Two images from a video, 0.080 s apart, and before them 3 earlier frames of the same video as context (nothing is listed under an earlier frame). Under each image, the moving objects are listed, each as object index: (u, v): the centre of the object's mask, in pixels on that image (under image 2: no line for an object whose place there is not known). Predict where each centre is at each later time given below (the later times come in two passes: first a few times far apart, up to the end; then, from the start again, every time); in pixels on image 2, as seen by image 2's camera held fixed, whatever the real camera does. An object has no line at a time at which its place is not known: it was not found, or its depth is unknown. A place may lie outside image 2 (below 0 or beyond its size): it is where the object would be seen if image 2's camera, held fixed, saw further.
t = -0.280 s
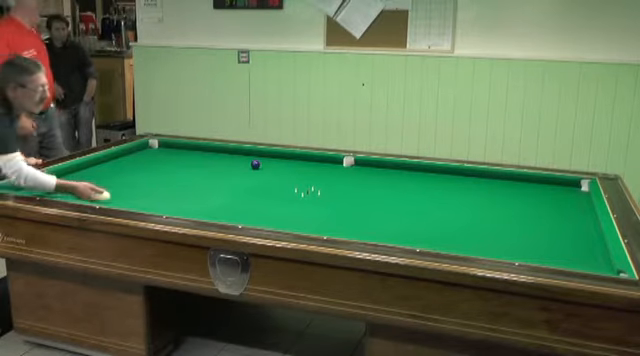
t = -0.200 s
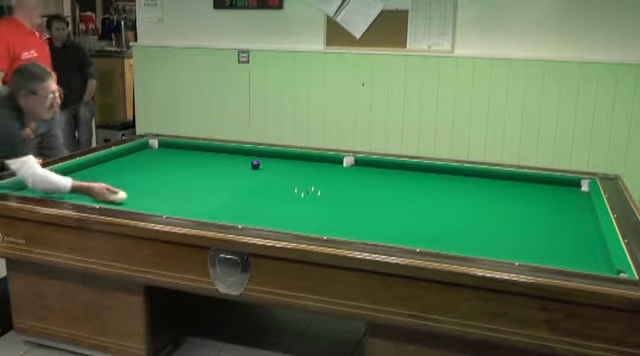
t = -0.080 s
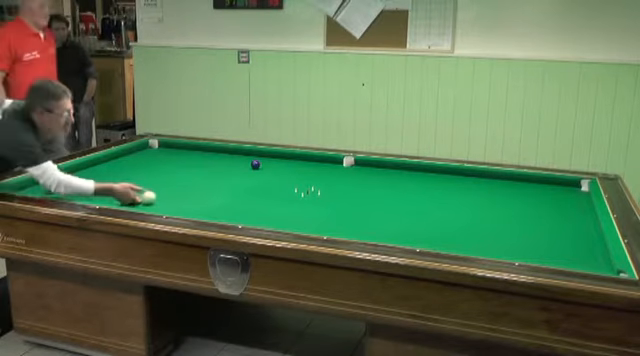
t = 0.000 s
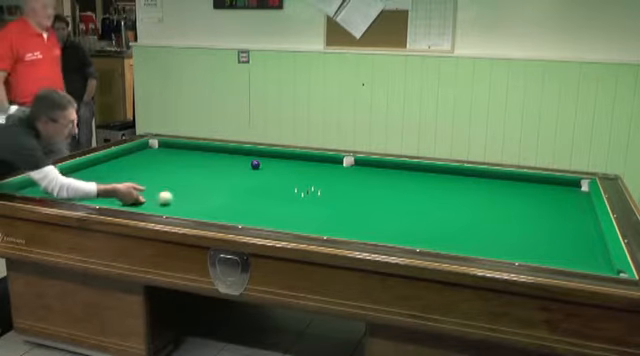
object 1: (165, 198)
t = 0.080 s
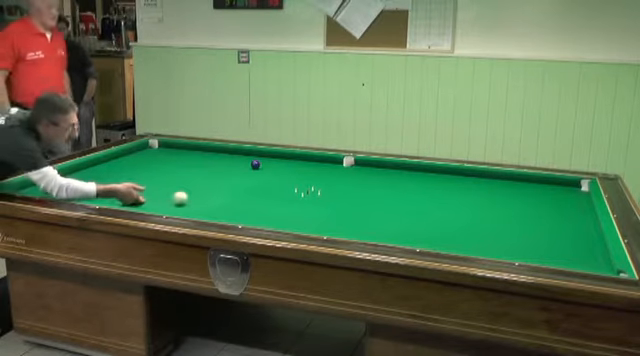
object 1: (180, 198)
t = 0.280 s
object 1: (218, 199)
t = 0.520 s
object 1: (263, 199)
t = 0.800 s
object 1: (315, 199)
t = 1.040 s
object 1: (359, 200)
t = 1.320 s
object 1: (409, 200)
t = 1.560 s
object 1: (451, 201)
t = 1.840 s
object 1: (497, 201)
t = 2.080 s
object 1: (534, 202)
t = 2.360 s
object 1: (576, 202)
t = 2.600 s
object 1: (569, 199)
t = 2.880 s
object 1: (546, 194)
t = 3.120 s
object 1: (528, 189)
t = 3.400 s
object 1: (508, 185)
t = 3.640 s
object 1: (491, 182)
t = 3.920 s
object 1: (473, 178)
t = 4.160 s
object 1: (459, 175)
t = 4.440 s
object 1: (443, 171)
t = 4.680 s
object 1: (430, 169)
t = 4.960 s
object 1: (415, 168)
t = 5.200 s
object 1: (404, 168)
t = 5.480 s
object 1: (390, 167)
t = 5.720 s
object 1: (379, 167)
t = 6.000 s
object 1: (368, 167)
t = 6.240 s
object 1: (358, 166)
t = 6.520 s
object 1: (347, 166)
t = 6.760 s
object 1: (338, 166)
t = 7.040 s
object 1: (327, 166)
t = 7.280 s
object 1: (319, 165)
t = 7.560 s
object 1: (310, 165)
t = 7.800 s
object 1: (303, 165)
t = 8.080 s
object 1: (294, 165)
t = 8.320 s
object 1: (288, 164)
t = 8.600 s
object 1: (281, 164)
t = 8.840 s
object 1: (276, 164)
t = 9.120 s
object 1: (270, 164)
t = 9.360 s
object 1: (266, 164)
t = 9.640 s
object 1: (263, 164)
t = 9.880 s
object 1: (262, 164)
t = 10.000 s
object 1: (262, 164)
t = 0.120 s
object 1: (187, 198)
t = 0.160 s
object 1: (195, 198)
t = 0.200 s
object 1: (202, 198)
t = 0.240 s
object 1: (210, 199)
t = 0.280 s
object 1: (218, 199)
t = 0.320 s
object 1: (225, 199)
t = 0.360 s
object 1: (233, 199)
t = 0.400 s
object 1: (240, 199)
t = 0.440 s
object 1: (248, 199)
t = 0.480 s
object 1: (255, 199)
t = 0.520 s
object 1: (263, 199)
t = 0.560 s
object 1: (270, 199)
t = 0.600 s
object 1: (278, 199)
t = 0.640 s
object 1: (286, 199)
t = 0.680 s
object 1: (293, 199)
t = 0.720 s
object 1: (300, 199)
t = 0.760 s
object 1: (308, 199)
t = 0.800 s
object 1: (315, 199)
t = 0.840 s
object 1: (323, 199)
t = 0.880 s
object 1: (330, 200)
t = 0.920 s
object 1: (338, 199)
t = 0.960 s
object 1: (345, 199)
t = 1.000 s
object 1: (352, 200)
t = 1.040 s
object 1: (359, 200)
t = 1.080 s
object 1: (367, 200)
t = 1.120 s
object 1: (374, 200)
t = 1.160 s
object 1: (381, 200)
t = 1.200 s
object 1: (388, 200)
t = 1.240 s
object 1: (396, 200)
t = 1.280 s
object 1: (402, 200)
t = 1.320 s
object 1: (409, 200)
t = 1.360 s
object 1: (416, 200)
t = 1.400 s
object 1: (423, 200)
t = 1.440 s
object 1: (430, 200)
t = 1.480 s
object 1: (437, 200)
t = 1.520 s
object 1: (444, 200)
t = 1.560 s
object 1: (451, 201)
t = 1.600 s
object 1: (457, 201)
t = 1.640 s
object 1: (464, 201)
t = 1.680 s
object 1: (471, 201)
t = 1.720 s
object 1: (477, 201)
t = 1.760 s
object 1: (484, 201)
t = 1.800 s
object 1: (490, 201)
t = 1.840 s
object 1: (497, 201)
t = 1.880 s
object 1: (503, 201)
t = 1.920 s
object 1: (509, 201)
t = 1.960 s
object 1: (516, 201)
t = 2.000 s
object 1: (522, 202)
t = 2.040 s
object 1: (528, 202)
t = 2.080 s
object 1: (534, 202)
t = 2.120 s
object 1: (541, 202)
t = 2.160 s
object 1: (547, 202)
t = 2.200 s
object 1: (553, 202)
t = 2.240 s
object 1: (559, 202)
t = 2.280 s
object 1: (565, 202)
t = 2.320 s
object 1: (570, 202)
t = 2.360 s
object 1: (576, 202)
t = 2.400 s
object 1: (582, 202)
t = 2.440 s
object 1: (585, 202)
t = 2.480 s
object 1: (581, 201)
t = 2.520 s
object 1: (576, 200)
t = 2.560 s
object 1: (573, 199)
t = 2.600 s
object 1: (569, 199)
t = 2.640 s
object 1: (566, 198)
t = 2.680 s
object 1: (563, 197)
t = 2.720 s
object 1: (559, 196)
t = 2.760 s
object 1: (556, 196)
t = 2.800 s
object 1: (553, 195)
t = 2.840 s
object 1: (550, 194)
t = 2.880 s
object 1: (546, 194)
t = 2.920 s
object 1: (544, 193)
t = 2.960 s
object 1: (540, 192)
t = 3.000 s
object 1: (537, 192)
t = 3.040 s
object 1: (534, 191)
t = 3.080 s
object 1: (531, 190)
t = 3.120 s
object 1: (528, 189)
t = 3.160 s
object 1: (525, 189)
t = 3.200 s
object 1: (522, 188)
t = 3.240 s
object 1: (519, 188)
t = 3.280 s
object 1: (516, 187)
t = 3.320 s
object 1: (514, 187)
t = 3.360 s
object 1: (511, 186)
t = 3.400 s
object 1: (508, 185)
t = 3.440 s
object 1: (505, 185)
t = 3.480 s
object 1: (502, 184)
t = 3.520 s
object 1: (500, 183)
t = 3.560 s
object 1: (497, 183)
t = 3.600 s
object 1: (494, 182)
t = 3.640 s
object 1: (491, 182)
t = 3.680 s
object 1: (489, 181)
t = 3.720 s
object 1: (486, 181)
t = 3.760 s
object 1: (483, 180)
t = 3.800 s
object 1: (481, 179)
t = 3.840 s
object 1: (478, 179)
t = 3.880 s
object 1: (476, 178)
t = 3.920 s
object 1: (473, 178)
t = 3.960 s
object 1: (471, 177)
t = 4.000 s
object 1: (468, 177)
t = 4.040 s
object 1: (466, 176)
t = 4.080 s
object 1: (463, 176)
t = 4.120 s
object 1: (461, 175)
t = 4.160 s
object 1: (459, 175)
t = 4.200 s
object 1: (456, 175)
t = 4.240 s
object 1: (454, 174)
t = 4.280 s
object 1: (452, 173)
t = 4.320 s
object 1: (449, 173)
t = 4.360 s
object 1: (447, 172)
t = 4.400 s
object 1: (445, 172)
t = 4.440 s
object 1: (443, 171)
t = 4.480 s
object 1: (441, 171)
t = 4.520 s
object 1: (438, 171)
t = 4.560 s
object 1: (436, 170)
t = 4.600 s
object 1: (434, 169)
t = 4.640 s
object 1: (432, 169)
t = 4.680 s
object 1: (430, 169)
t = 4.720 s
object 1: (427, 169)
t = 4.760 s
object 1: (425, 169)
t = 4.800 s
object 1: (423, 169)
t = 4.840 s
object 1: (421, 169)
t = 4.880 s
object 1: (419, 169)
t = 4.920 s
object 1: (417, 168)
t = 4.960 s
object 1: (415, 168)
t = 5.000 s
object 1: (413, 168)
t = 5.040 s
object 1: (412, 168)
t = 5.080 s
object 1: (410, 168)
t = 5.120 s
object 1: (408, 168)
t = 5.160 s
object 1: (406, 168)
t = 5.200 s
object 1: (404, 168)
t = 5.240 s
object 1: (402, 168)
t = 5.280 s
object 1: (400, 168)
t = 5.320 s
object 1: (398, 168)
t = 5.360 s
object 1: (396, 168)
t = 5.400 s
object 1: (394, 168)
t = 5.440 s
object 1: (392, 168)
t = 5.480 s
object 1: (390, 167)
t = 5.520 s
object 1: (389, 167)
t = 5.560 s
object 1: (387, 167)
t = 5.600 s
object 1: (385, 167)
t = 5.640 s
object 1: (383, 167)
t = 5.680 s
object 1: (381, 167)
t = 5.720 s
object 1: (379, 167)
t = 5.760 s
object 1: (378, 167)
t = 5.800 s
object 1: (376, 167)
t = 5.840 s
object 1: (374, 167)
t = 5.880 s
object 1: (373, 167)
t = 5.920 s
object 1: (371, 167)
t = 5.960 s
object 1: (369, 167)
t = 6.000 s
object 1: (368, 167)
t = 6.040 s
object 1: (366, 167)
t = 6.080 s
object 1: (364, 167)
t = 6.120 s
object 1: (362, 167)
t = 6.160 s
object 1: (361, 167)
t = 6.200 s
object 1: (359, 167)
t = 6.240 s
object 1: (358, 166)
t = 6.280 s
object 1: (356, 166)
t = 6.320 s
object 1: (354, 166)
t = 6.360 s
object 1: (353, 166)
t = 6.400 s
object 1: (352, 166)
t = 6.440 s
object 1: (350, 166)
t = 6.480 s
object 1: (348, 166)
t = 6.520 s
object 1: (347, 166)
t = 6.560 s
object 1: (345, 166)
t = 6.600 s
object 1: (344, 166)
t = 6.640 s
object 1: (342, 166)
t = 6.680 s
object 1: (341, 166)
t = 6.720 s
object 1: (340, 166)
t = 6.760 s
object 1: (338, 166)
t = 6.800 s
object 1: (336, 166)
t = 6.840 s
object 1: (334, 166)
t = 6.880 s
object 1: (333, 165)
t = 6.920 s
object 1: (332, 166)
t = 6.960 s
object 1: (330, 166)
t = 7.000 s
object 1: (328, 165)
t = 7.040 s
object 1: (327, 166)
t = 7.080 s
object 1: (326, 165)
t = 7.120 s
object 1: (324, 165)
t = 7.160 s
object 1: (323, 165)
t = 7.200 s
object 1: (322, 165)
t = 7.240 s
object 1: (321, 165)
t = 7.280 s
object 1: (319, 165)
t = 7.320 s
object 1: (318, 165)
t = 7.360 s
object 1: (317, 165)
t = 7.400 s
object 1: (315, 165)
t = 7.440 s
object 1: (314, 165)
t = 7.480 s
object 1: (313, 165)
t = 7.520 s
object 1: (311, 165)
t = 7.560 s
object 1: (310, 165)
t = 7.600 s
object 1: (309, 165)
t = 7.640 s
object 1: (308, 165)
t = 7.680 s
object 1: (306, 165)
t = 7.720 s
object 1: (305, 165)
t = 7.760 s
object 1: (304, 165)
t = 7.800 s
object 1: (303, 165)
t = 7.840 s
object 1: (301, 165)
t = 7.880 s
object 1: (300, 165)
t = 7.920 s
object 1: (299, 165)
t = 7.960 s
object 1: (298, 165)
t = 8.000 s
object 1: (297, 165)
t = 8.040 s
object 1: (296, 165)
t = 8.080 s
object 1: (294, 165)
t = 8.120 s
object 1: (293, 165)
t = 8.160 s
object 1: (292, 165)
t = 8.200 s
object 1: (291, 165)
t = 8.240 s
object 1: (290, 164)
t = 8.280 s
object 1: (289, 164)
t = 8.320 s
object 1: (288, 164)
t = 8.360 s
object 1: (287, 164)
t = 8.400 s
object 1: (286, 164)
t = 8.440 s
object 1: (285, 164)
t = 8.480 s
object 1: (284, 164)
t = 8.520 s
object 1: (283, 164)
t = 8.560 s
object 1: (282, 164)
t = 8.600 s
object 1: (281, 164)
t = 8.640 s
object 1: (280, 164)
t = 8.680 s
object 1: (279, 164)
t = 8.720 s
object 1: (278, 164)
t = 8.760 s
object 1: (278, 164)
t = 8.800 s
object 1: (276, 164)
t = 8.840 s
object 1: (276, 164)
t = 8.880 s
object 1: (275, 164)
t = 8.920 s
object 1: (274, 164)
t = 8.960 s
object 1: (273, 164)
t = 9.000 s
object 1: (272, 164)
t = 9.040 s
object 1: (272, 164)
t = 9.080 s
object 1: (271, 164)
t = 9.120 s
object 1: (270, 164)
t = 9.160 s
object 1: (269, 164)
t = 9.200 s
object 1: (268, 164)
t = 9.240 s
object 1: (268, 164)
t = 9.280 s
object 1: (267, 164)
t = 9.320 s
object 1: (266, 164)
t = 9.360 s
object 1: (266, 164)
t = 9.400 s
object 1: (265, 164)
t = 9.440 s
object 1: (264, 164)
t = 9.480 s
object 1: (264, 164)
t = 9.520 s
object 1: (264, 164)
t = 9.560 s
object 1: (264, 164)
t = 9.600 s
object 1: (264, 164)
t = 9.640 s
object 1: (263, 164)
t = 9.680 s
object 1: (263, 164)
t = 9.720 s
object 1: (263, 164)
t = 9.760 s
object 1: (263, 164)
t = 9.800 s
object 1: (263, 164)
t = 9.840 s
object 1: (263, 164)
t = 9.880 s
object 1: (262, 164)
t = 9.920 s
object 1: (262, 164)
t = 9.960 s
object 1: (262, 164)
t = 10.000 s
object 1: (262, 164)
